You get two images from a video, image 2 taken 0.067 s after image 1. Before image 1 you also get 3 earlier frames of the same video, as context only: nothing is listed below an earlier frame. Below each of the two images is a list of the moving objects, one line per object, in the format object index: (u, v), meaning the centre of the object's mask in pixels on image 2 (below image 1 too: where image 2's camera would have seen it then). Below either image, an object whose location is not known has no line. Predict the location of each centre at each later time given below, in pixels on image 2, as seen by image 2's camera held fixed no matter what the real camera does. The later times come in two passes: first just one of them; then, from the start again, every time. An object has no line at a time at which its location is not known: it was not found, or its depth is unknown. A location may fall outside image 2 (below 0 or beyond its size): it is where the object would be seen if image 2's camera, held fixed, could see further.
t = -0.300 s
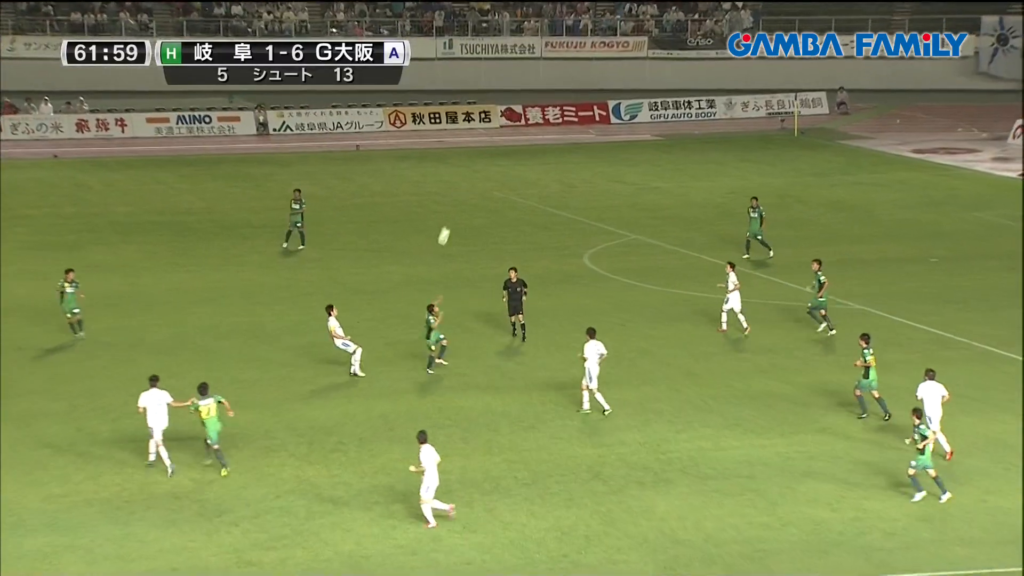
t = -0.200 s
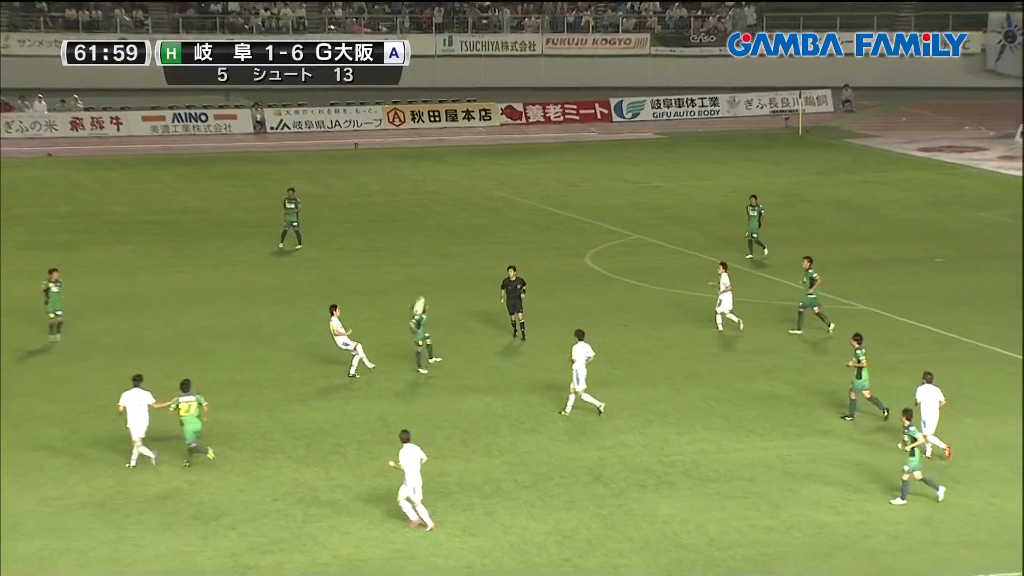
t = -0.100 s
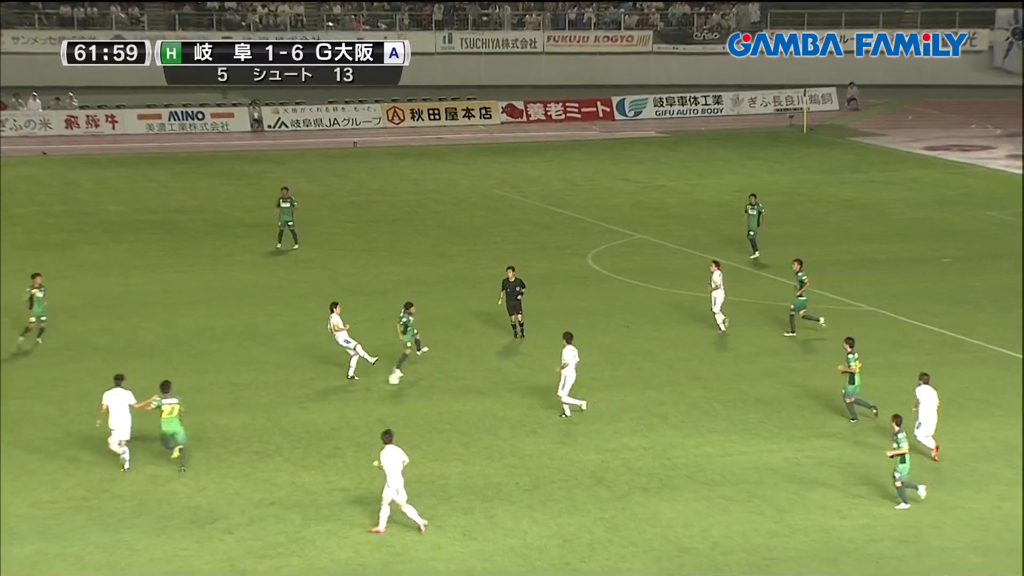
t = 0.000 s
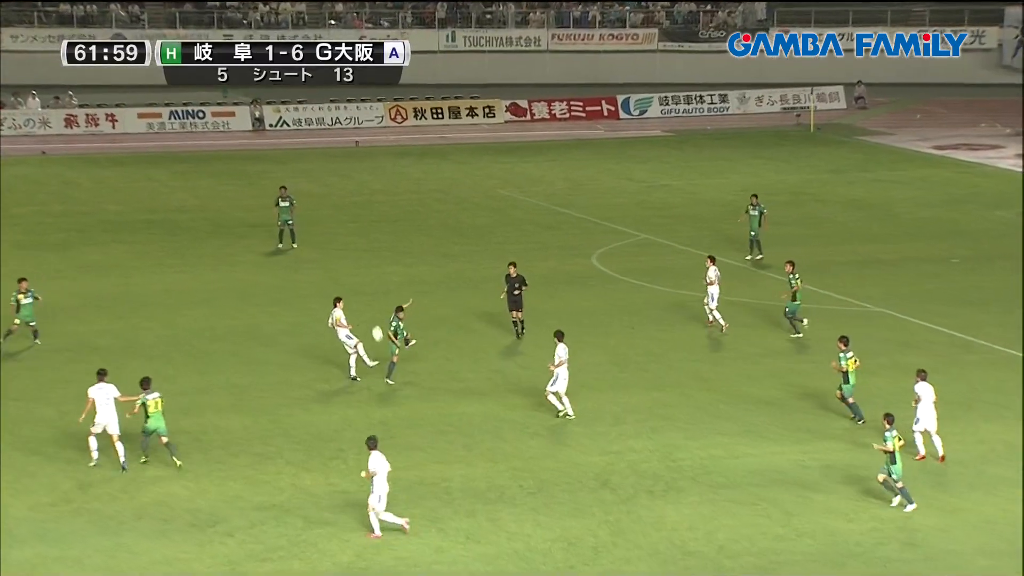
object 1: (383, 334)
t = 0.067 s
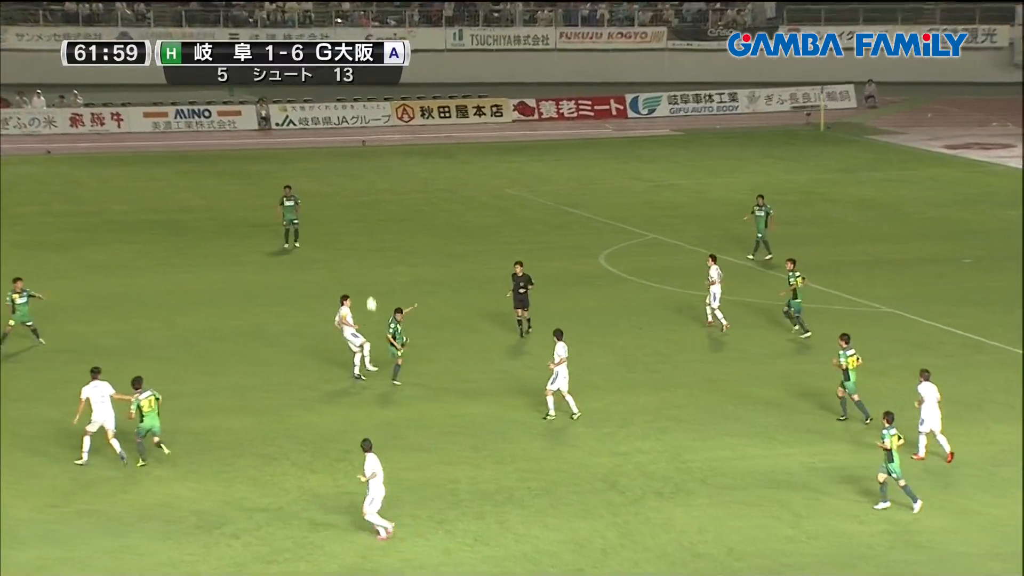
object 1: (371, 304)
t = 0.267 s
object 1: (340, 226)
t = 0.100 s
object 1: (366, 289)
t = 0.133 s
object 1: (360, 275)
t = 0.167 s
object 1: (355, 262)
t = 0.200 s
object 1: (350, 250)
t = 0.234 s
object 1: (345, 237)
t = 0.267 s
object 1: (340, 226)
